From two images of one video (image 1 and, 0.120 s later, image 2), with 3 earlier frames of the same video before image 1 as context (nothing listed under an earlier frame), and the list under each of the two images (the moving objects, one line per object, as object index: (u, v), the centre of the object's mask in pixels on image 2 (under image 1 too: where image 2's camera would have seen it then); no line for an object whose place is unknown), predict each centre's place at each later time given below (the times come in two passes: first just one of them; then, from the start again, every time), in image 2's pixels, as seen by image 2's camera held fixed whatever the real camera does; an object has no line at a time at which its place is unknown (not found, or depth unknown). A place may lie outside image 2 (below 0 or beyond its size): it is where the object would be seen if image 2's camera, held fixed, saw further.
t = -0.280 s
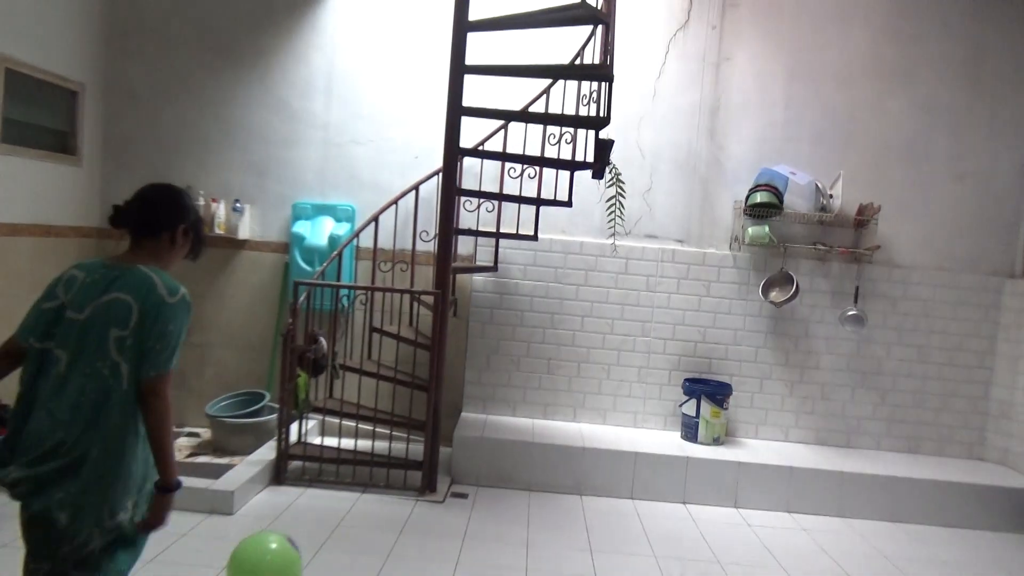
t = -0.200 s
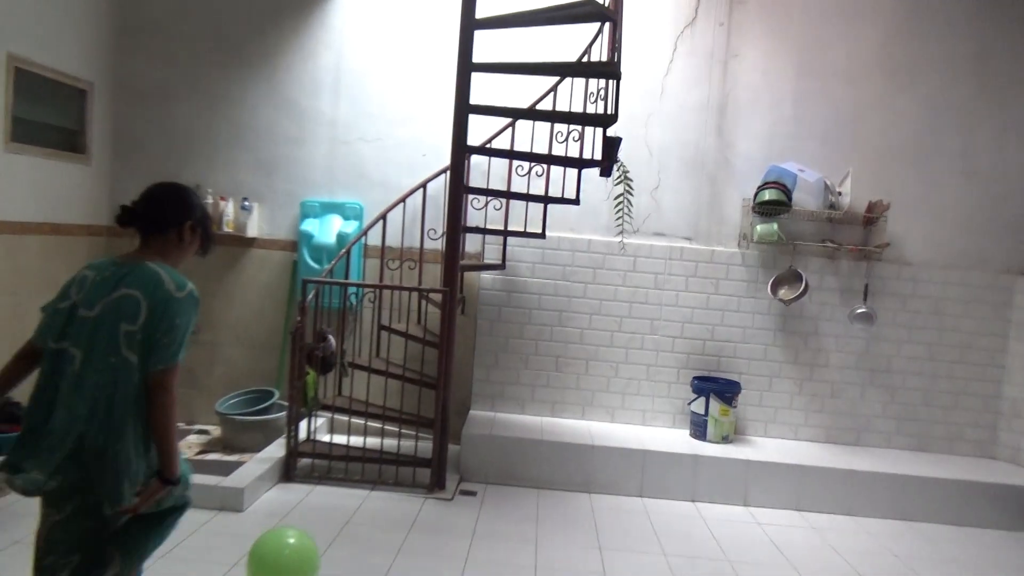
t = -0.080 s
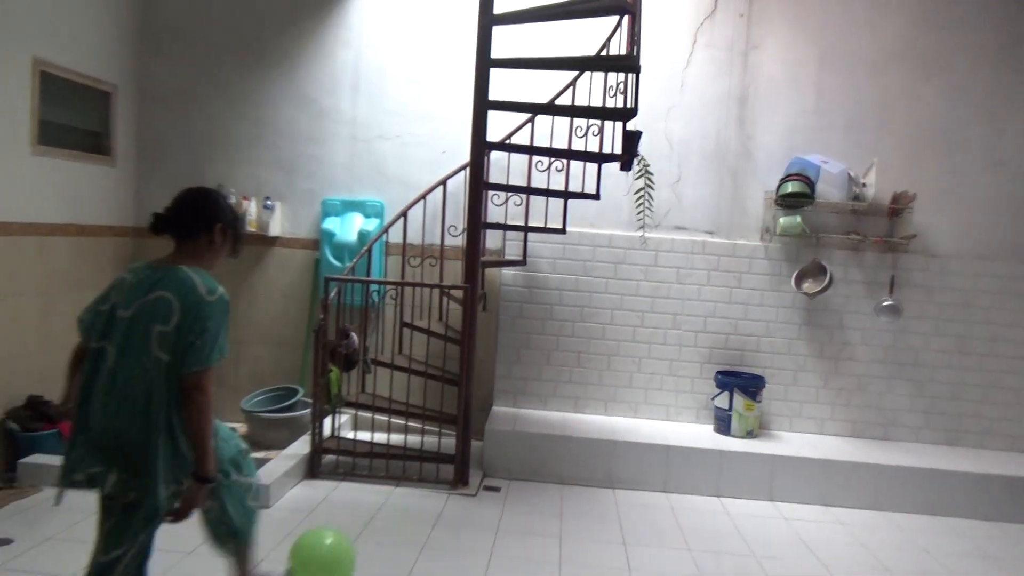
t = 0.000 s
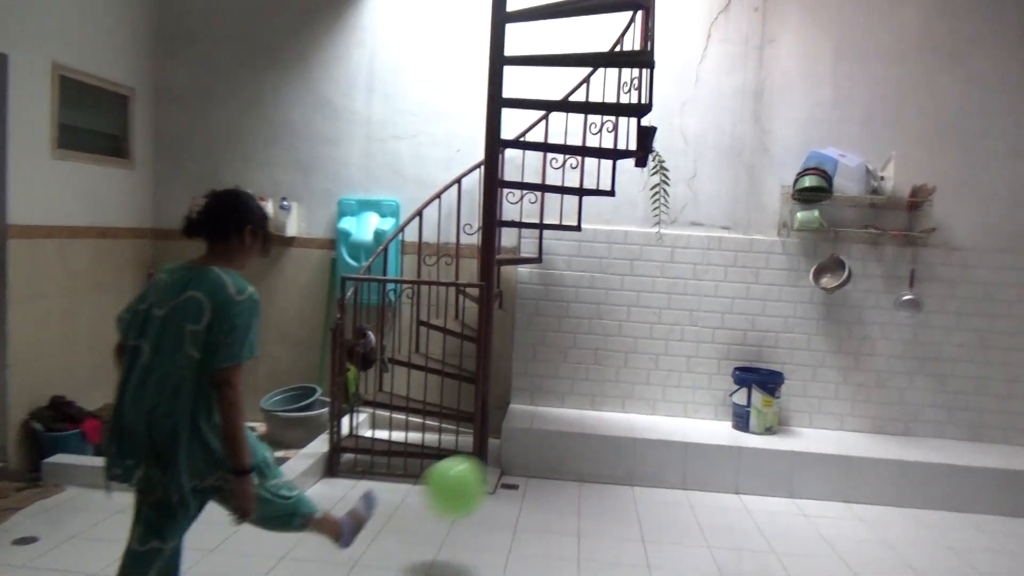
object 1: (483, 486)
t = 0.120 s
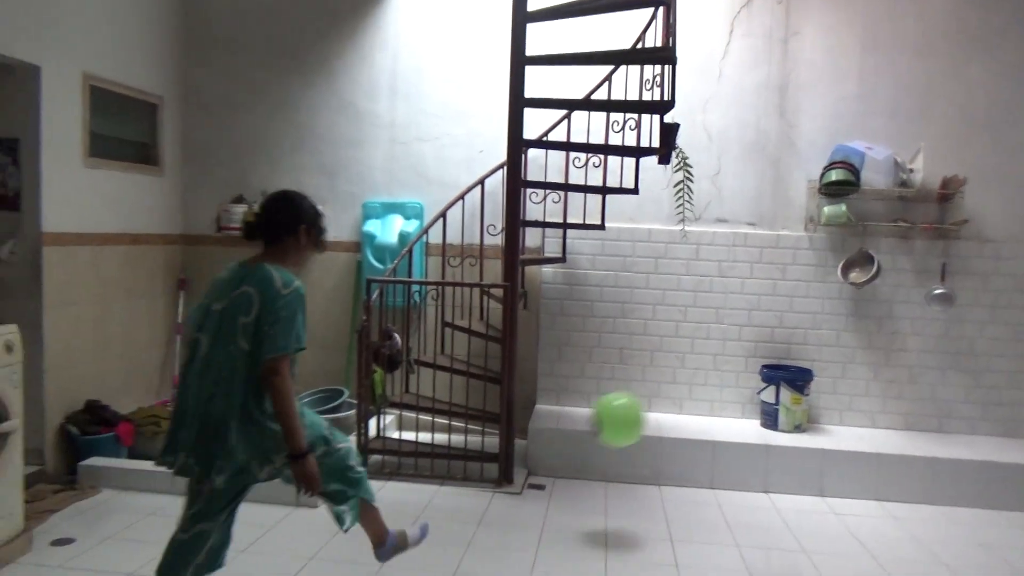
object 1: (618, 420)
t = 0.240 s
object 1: (714, 382)
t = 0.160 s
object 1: (654, 402)
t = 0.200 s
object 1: (685, 391)
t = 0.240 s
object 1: (714, 382)
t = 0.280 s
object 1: (741, 379)
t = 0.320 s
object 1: (766, 378)
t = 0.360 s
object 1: (788, 381)
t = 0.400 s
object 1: (809, 386)
